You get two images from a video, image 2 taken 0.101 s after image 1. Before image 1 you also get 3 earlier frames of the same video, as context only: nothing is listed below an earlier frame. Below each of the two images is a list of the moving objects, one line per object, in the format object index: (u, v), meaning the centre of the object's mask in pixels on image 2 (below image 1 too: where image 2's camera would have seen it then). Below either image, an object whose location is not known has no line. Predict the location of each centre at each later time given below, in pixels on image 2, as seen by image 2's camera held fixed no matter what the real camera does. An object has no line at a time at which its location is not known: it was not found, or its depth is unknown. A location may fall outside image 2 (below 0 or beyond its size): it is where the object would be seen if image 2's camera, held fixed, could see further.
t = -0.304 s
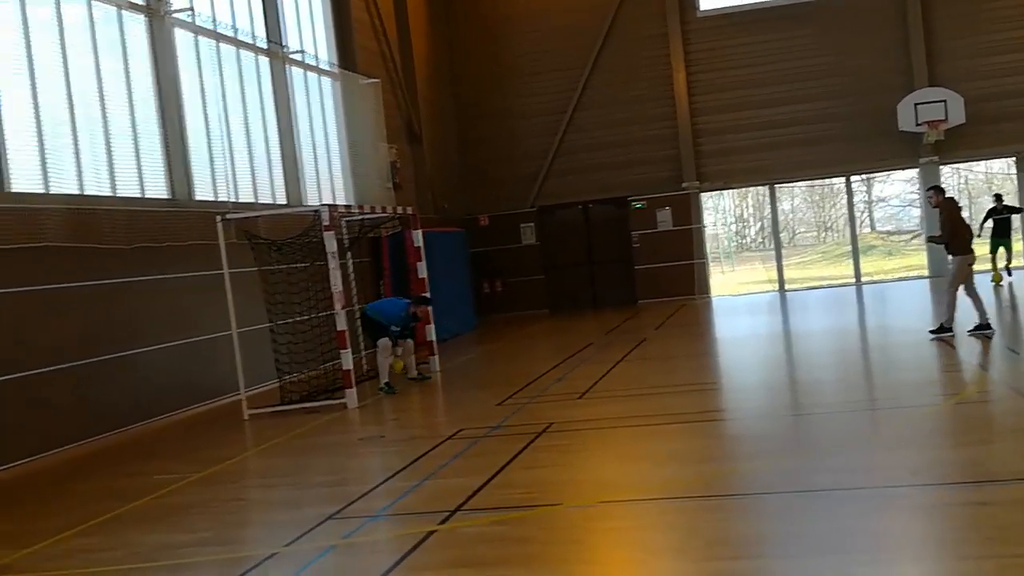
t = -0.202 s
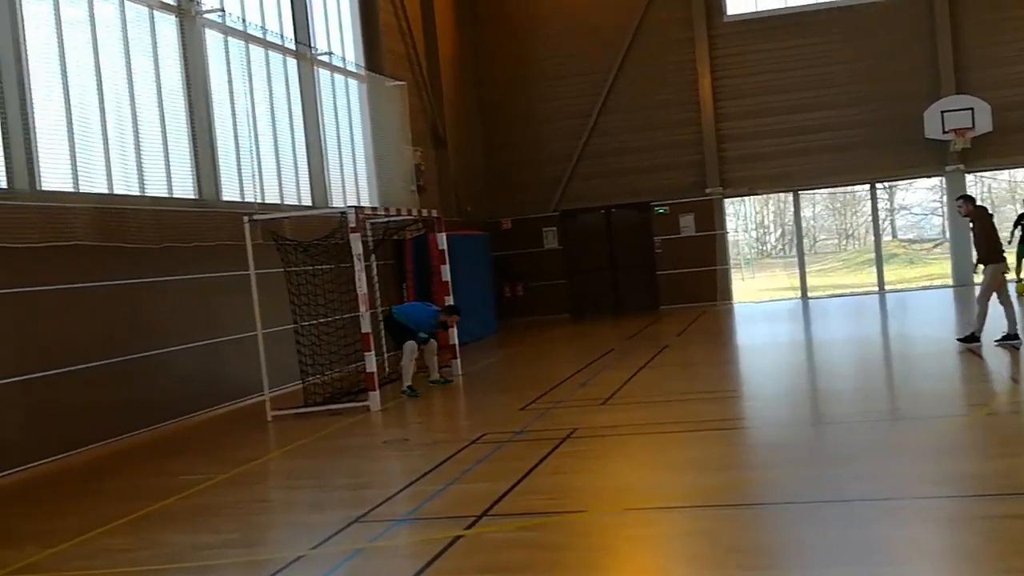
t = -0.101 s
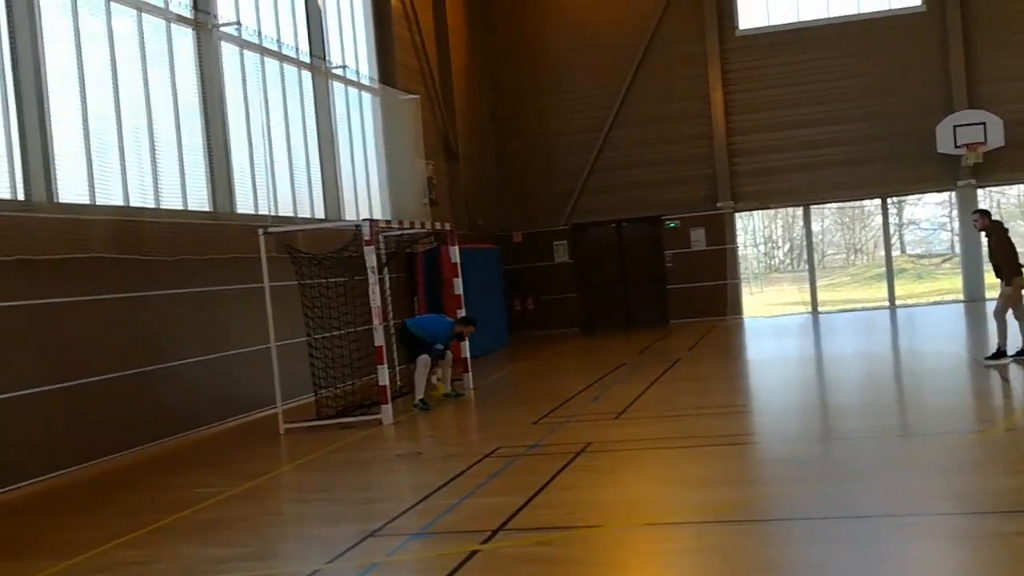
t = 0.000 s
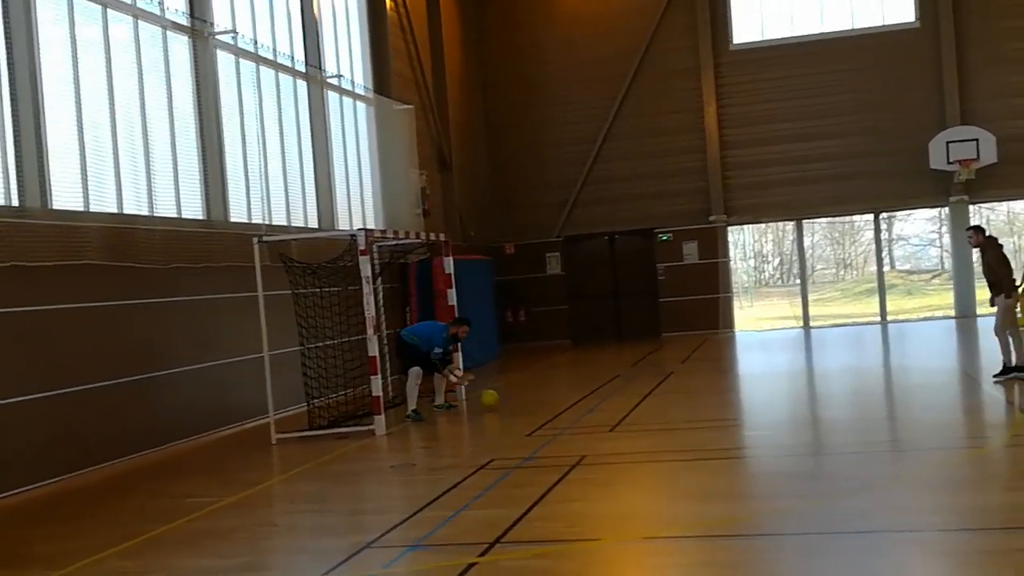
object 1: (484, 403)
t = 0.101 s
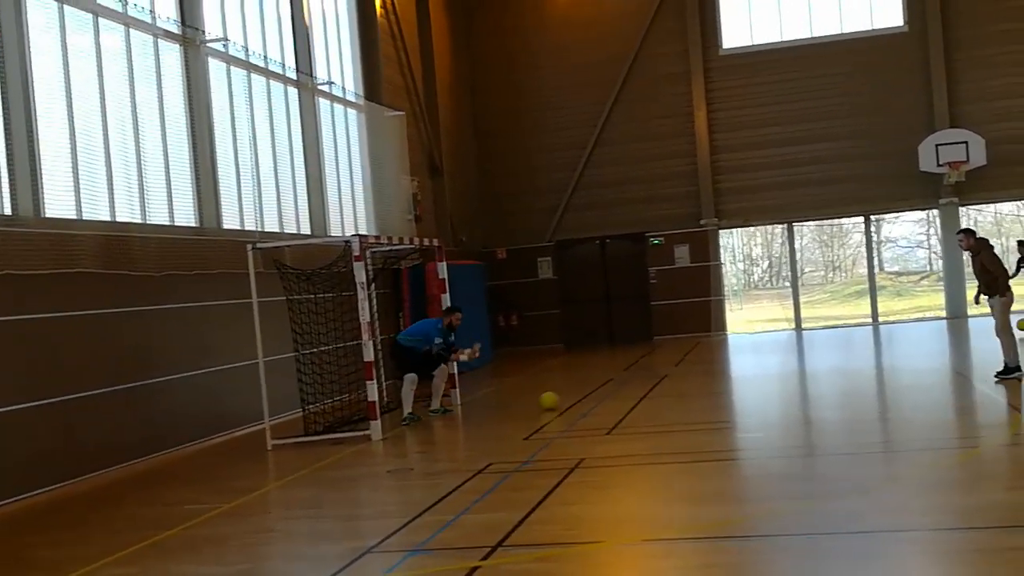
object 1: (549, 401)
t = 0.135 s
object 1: (569, 399)
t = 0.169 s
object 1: (589, 397)
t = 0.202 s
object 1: (609, 397)
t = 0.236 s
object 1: (628, 396)
